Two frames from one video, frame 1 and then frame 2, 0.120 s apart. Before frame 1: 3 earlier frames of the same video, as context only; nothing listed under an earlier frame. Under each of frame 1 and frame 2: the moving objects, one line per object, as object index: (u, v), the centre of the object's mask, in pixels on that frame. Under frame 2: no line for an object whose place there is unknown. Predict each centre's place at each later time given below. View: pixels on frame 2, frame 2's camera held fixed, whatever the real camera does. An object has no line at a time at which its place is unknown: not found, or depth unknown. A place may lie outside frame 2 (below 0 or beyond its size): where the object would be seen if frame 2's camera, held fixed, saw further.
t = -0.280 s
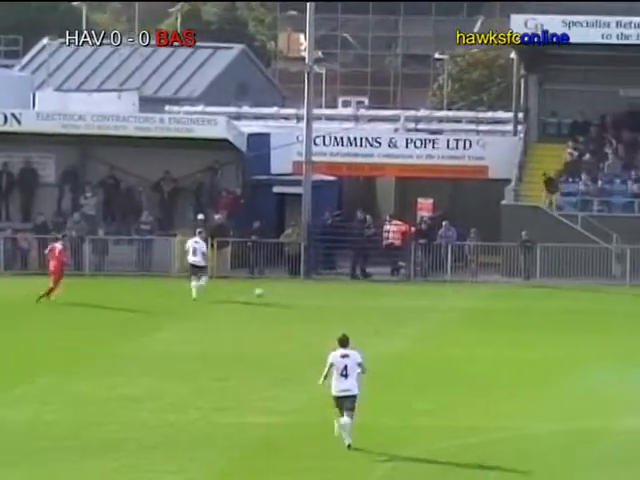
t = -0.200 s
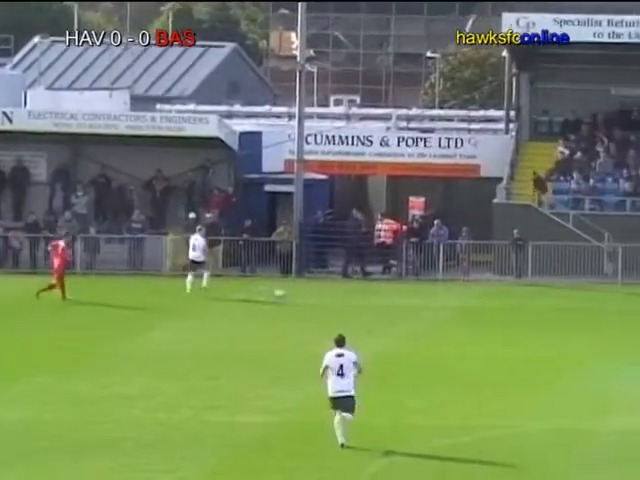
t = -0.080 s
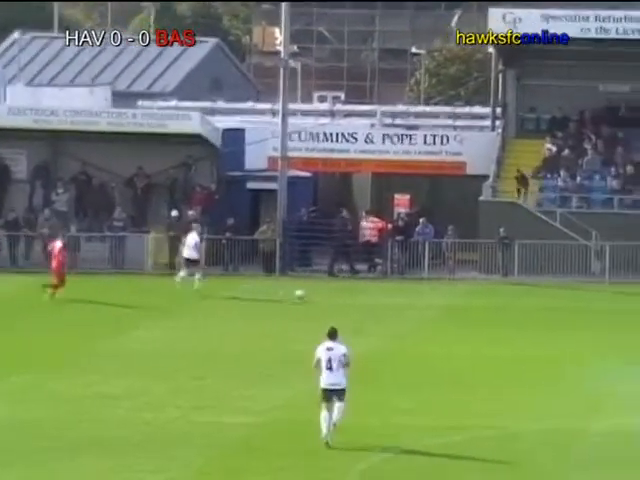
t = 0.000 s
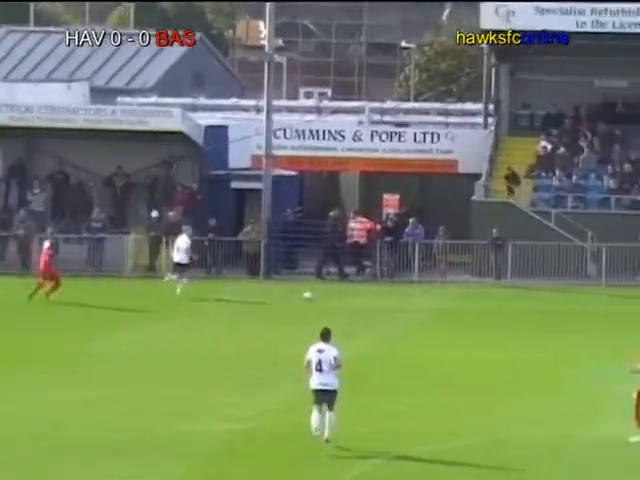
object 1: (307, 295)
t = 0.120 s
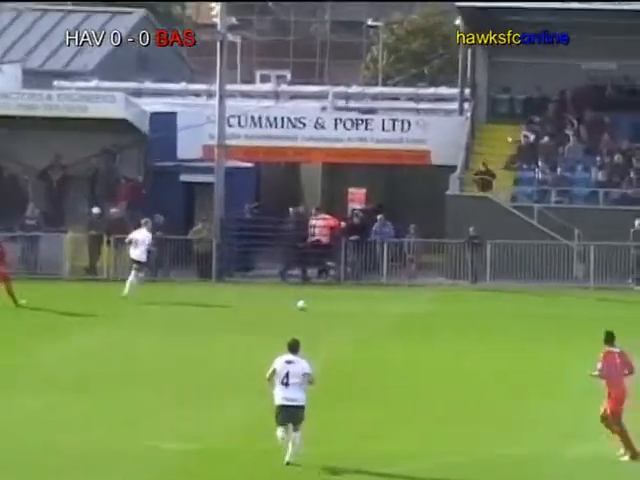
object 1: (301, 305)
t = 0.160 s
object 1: (314, 304)
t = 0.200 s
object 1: (326, 303)
